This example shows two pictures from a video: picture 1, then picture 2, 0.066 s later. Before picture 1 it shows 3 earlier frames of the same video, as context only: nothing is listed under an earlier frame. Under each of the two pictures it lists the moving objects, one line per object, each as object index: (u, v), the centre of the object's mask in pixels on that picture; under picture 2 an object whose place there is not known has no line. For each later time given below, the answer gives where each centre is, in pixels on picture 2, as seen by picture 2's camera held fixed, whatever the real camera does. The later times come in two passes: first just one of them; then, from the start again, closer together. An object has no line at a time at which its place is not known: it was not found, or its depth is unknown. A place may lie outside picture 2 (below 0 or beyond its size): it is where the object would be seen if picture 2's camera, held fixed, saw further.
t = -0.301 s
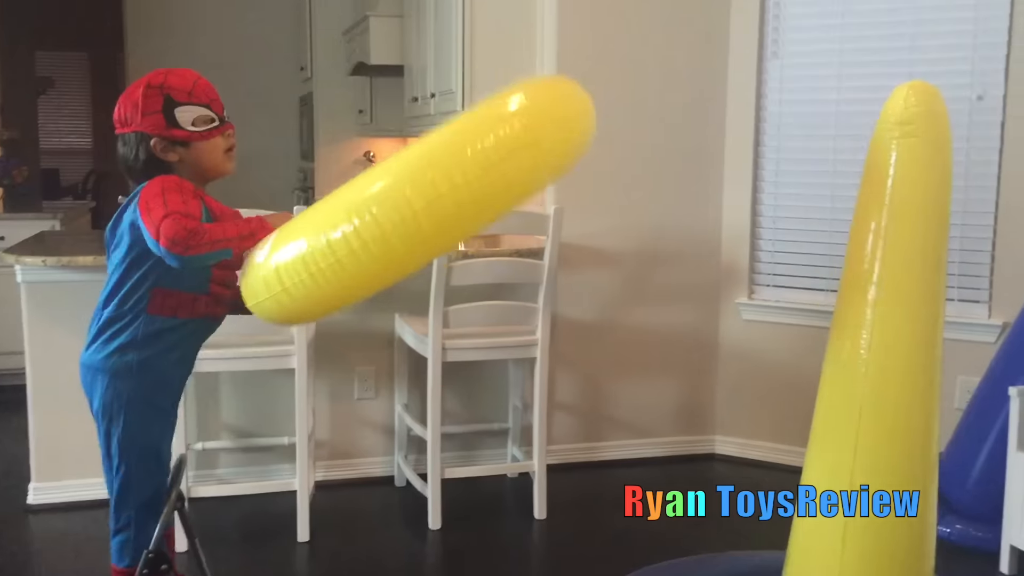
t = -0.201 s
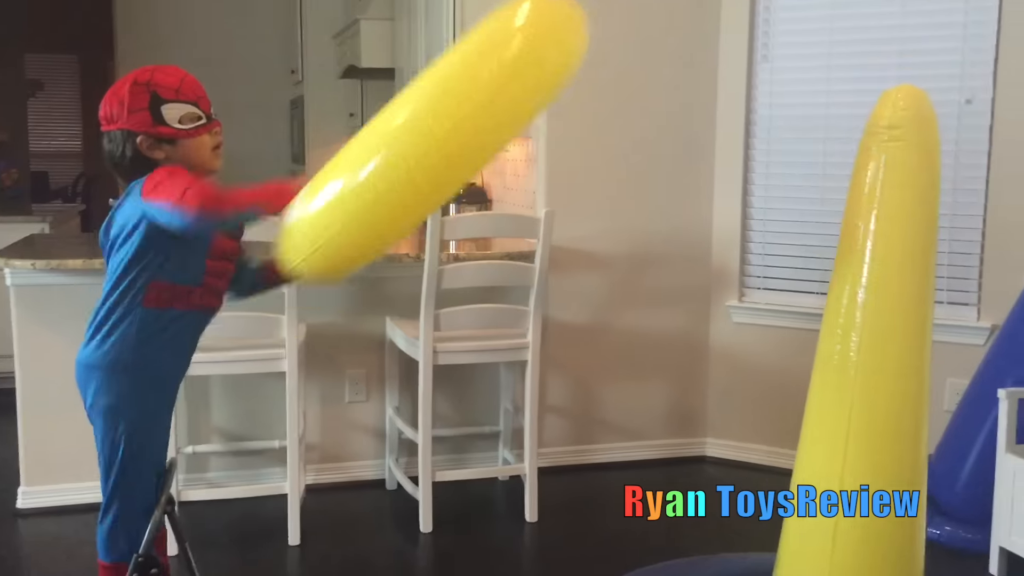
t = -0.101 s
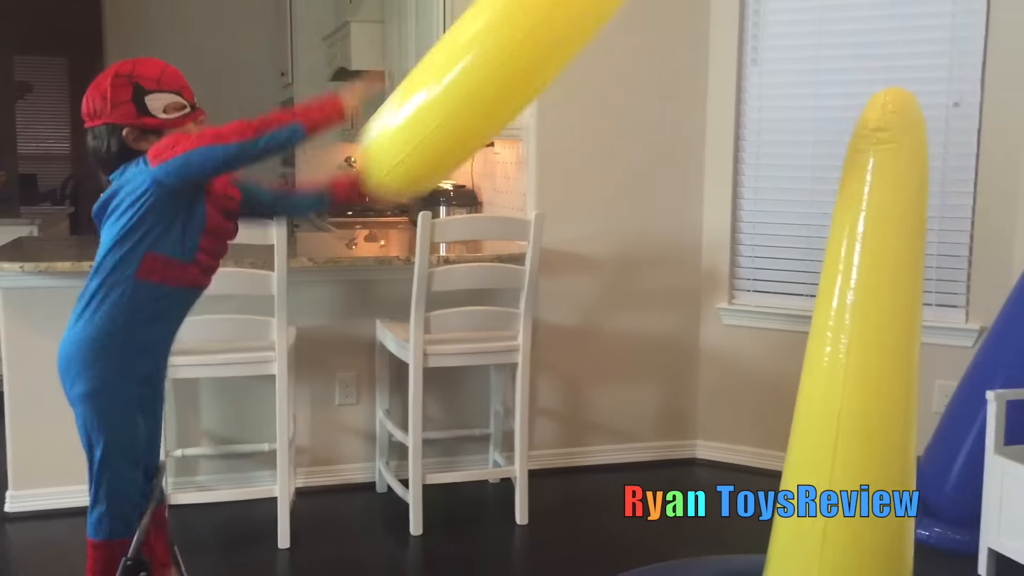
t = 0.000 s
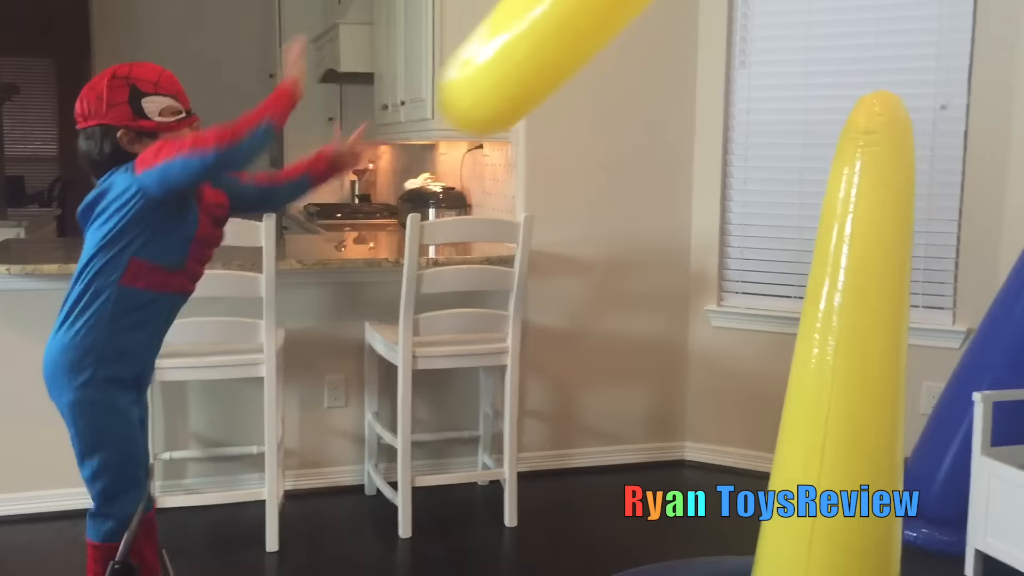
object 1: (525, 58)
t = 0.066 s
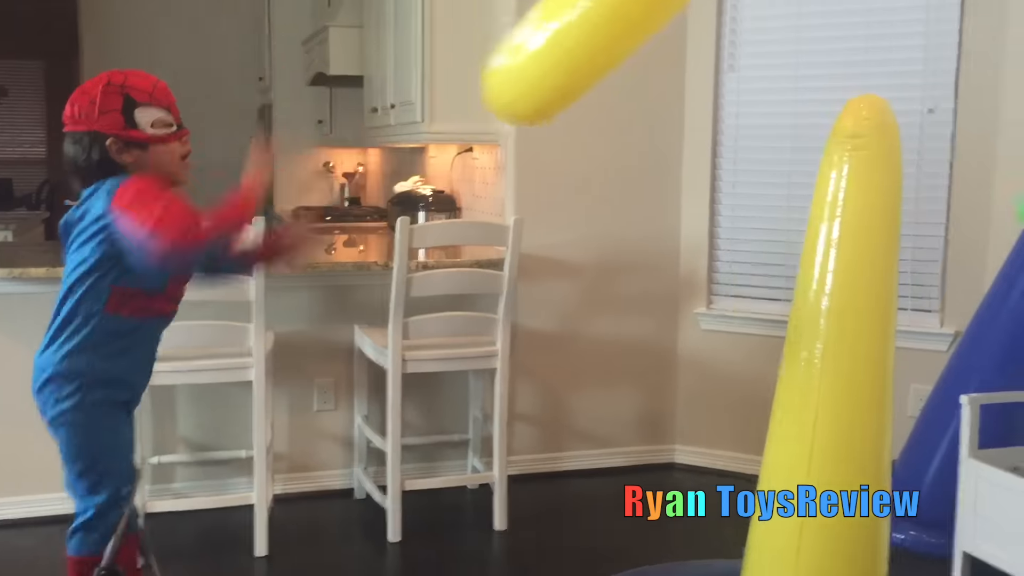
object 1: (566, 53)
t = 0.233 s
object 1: (730, 60)
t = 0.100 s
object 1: (597, 50)
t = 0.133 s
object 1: (629, 49)
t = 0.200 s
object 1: (696, 54)
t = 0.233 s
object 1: (730, 60)
